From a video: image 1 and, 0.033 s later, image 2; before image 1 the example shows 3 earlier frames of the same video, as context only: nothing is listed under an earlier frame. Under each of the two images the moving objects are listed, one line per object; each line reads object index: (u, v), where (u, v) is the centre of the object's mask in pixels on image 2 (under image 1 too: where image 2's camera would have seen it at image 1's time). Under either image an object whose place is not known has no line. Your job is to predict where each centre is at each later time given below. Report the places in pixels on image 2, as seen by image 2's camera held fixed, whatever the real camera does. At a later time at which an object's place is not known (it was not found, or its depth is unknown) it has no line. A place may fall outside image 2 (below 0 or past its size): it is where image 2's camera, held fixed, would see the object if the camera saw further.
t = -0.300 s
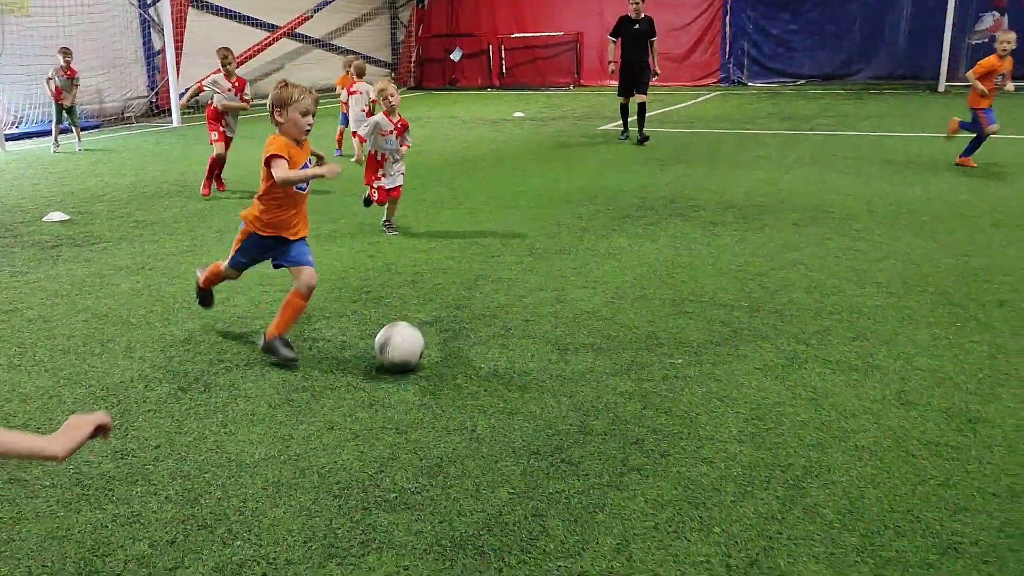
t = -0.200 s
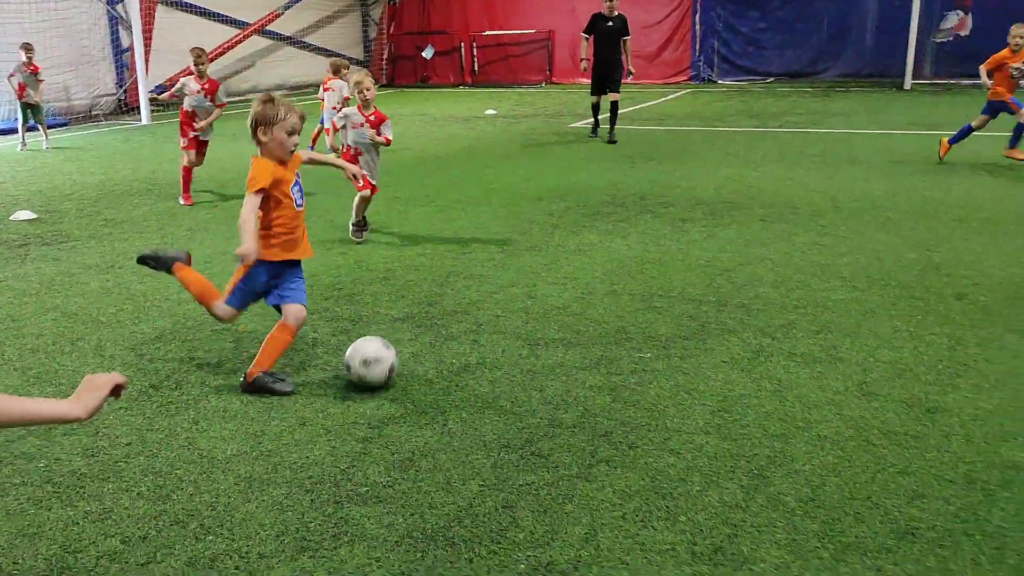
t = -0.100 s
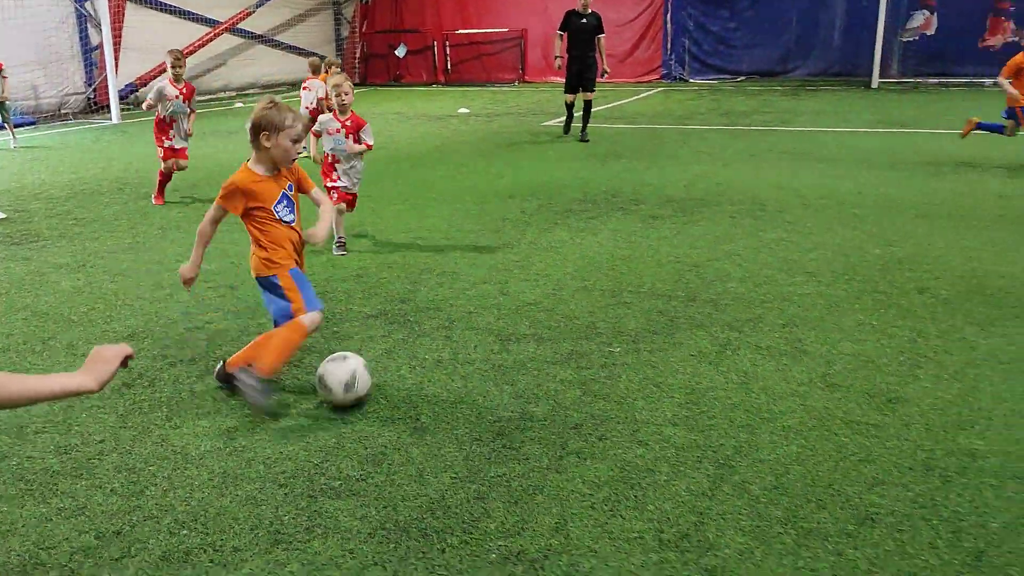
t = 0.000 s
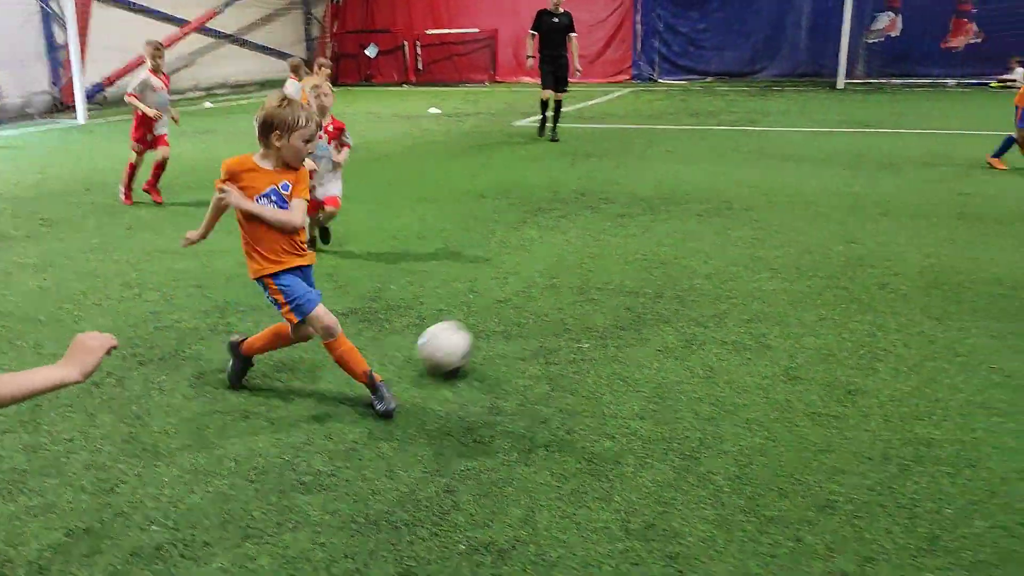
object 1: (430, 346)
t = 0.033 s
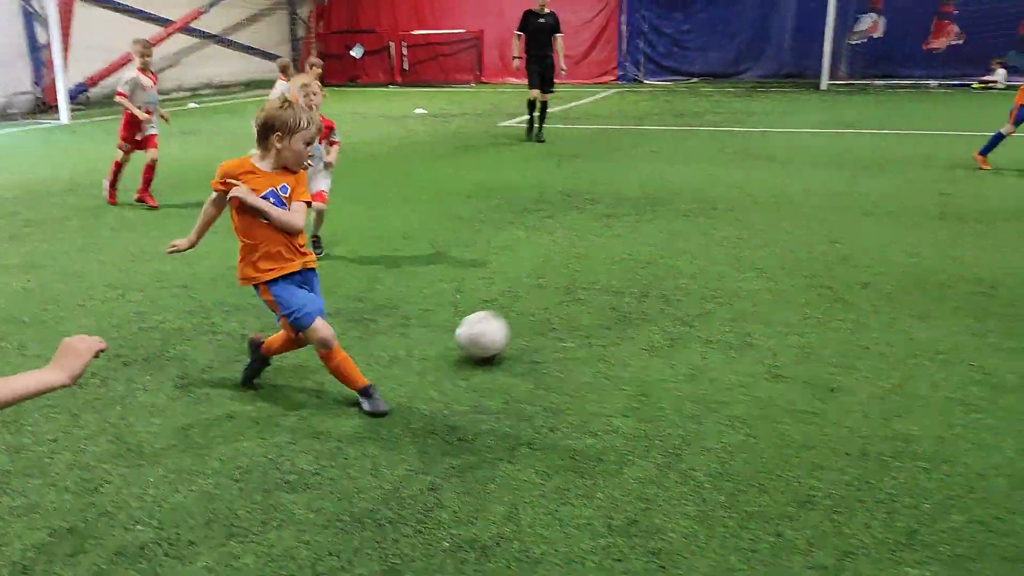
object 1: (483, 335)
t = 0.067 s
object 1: (530, 327)
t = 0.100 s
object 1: (570, 317)
